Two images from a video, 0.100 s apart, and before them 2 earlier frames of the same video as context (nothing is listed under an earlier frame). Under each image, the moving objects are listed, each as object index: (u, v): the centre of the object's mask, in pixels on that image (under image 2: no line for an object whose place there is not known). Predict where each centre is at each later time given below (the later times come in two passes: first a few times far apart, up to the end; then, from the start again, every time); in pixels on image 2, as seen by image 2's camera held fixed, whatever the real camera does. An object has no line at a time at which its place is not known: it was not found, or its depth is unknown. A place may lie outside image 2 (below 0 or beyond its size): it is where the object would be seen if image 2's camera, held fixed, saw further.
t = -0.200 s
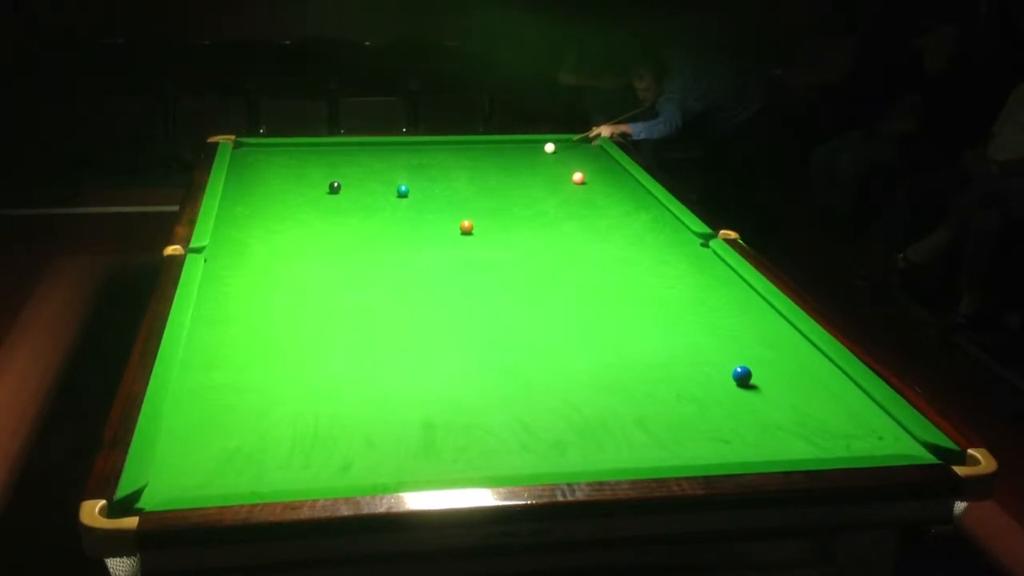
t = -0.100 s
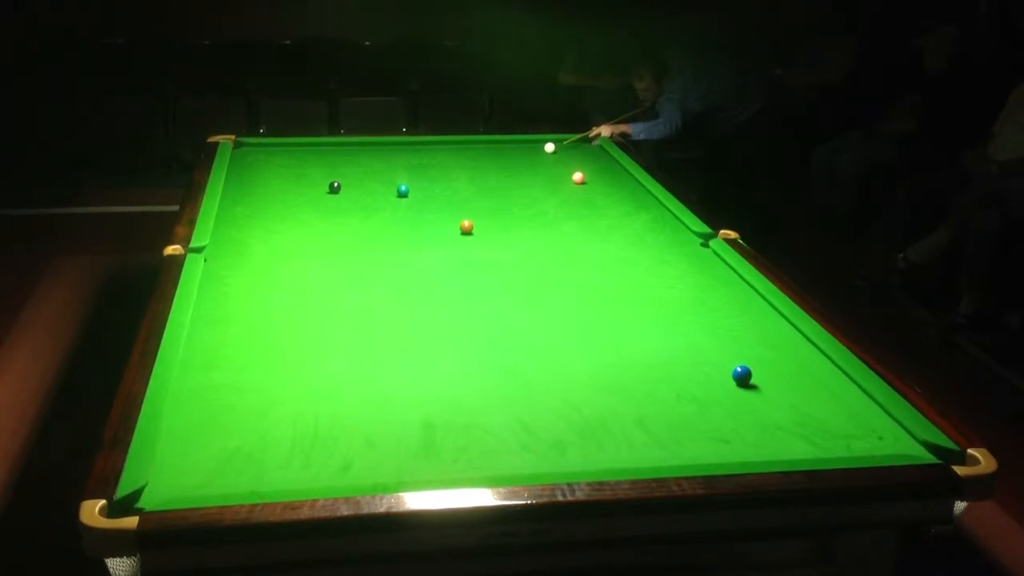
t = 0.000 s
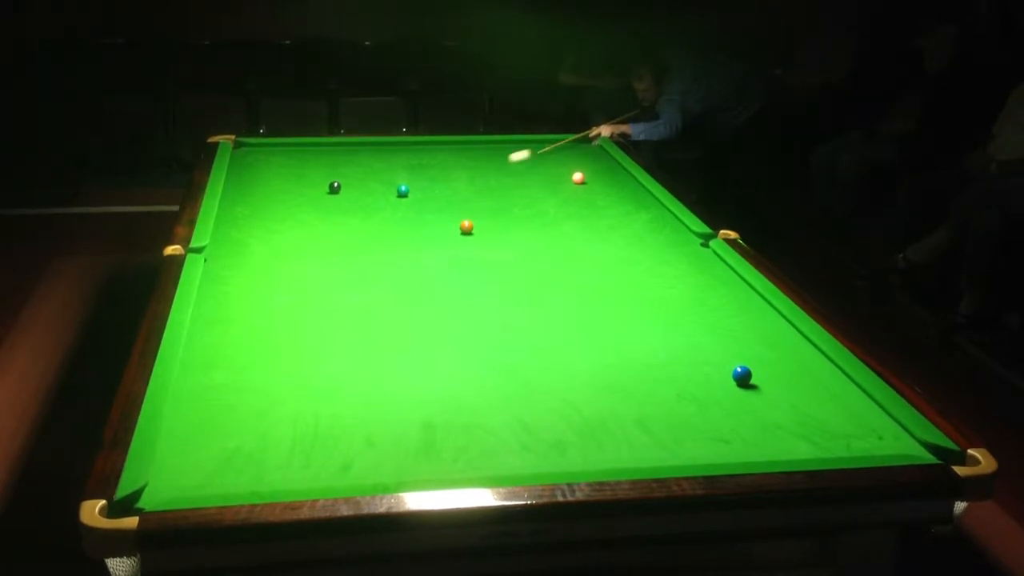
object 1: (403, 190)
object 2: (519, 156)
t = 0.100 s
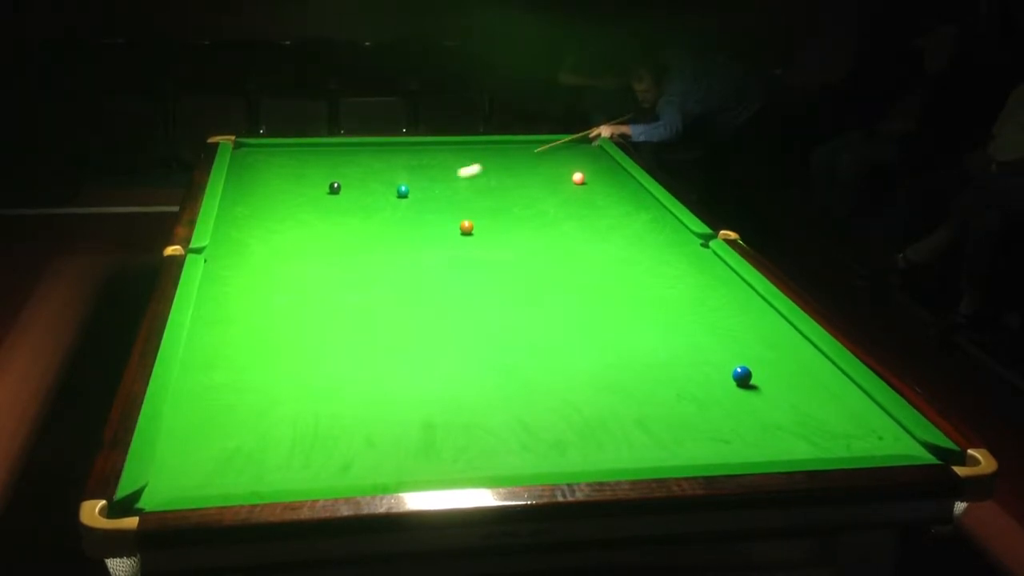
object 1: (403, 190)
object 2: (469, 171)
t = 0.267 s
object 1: (374, 199)
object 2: (409, 188)
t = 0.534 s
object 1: (232, 239)
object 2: (401, 190)
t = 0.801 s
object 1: (246, 276)
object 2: (394, 191)
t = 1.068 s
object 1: (275, 319)
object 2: (388, 192)
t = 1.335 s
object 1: (310, 370)
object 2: (383, 194)
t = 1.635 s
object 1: (357, 442)
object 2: (379, 195)
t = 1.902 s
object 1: (407, 451)
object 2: (376, 196)
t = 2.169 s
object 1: (446, 404)
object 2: (374, 196)
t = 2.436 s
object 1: (479, 367)
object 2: (374, 197)
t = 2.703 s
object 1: (506, 334)
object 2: (374, 197)
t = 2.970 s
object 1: (530, 307)
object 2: (374, 197)
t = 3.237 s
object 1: (550, 283)
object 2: (374, 196)
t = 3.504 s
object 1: (568, 261)
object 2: (374, 195)
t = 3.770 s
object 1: (583, 244)
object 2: (374, 195)
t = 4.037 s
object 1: (597, 227)
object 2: (374, 195)
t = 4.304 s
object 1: (609, 213)
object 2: (374, 195)
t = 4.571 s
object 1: (621, 201)
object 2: (375, 195)
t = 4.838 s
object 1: (630, 190)
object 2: (375, 196)
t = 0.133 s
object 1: (403, 190)
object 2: (452, 175)
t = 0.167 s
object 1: (403, 190)
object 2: (434, 180)
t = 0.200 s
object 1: (402, 190)
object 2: (418, 185)
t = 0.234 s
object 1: (391, 194)
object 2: (410, 188)
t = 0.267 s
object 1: (374, 199)
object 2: (409, 188)
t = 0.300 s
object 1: (355, 204)
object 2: (408, 189)
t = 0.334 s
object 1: (338, 209)
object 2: (407, 189)
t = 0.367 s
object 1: (321, 214)
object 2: (406, 189)
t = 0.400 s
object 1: (303, 219)
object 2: (405, 189)
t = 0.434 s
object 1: (286, 223)
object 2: (404, 189)
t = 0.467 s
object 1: (268, 228)
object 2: (403, 189)
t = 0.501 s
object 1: (250, 234)
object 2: (402, 190)
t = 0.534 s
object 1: (232, 239)
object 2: (401, 190)
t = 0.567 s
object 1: (216, 244)
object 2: (400, 190)
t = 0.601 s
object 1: (220, 248)
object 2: (399, 190)
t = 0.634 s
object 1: (225, 253)
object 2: (398, 190)
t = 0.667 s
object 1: (231, 257)
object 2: (398, 191)
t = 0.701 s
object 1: (236, 262)
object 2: (397, 191)
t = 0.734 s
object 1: (239, 266)
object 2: (396, 191)
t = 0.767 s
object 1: (243, 271)
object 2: (395, 191)
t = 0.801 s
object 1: (246, 276)
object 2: (394, 191)
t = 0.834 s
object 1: (250, 281)
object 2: (393, 191)
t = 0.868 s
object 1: (253, 286)
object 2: (392, 191)
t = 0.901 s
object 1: (256, 291)
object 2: (392, 192)
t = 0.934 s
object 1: (260, 296)
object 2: (391, 192)
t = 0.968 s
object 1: (264, 302)
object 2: (390, 192)
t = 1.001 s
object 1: (267, 307)
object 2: (389, 192)
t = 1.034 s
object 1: (271, 313)
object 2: (389, 192)
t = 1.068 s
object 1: (275, 319)
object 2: (388, 192)
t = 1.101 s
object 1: (279, 325)
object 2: (387, 193)
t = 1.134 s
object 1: (283, 330)
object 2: (387, 192)
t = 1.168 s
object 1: (287, 337)
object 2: (386, 193)
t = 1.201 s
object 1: (292, 344)
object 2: (386, 193)
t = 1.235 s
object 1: (296, 350)
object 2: (385, 194)
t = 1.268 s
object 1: (301, 357)
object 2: (384, 194)
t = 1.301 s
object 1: (305, 363)
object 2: (384, 194)
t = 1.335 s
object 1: (310, 370)
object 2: (383, 194)
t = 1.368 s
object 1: (315, 377)
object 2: (383, 193)
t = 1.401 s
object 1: (319, 384)
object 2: (382, 193)
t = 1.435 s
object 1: (324, 392)
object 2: (382, 194)
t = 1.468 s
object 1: (329, 400)
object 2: (381, 194)
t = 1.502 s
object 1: (335, 407)
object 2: (381, 194)
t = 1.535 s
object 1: (340, 416)
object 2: (380, 194)
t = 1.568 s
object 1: (346, 424)
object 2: (380, 194)
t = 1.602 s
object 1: (351, 432)
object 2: (379, 194)
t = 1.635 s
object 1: (357, 442)
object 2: (379, 195)
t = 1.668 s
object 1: (363, 450)
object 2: (379, 195)
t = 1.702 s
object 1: (369, 461)
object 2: (378, 195)
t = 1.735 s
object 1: (376, 469)
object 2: (378, 195)
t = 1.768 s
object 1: (383, 475)
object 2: (377, 196)
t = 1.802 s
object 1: (390, 472)
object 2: (377, 196)
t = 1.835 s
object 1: (395, 466)
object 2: (377, 196)
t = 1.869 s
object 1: (401, 458)
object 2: (377, 196)
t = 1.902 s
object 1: (407, 451)
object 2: (376, 196)
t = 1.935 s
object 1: (412, 444)
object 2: (376, 196)
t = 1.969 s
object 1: (417, 438)
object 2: (376, 196)
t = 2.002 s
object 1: (422, 432)
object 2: (376, 196)
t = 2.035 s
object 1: (427, 426)
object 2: (375, 196)
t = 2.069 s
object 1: (432, 420)
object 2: (375, 196)
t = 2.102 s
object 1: (437, 415)
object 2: (375, 196)
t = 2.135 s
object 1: (442, 409)
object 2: (375, 196)
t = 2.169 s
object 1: (446, 404)
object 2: (374, 196)
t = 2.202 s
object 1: (450, 399)
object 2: (374, 196)
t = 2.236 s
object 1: (455, 395)
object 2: (374, 196)
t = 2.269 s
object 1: (459, 389)
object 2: (374, 196)
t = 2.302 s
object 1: (463, 385)
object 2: (374, 196)
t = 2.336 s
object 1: (467, 380)
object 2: (374, 196)
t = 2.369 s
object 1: (471, 376)
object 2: (374, 196)
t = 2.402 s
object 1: (475, 371)
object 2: (374, 197)
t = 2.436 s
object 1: (479, 367)
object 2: (374, 197)
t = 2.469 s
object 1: (482, 362)
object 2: (374, 197)
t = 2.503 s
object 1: (486, 359)
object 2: (374, 197)
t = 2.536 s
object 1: (490, 354)
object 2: (374, 197)
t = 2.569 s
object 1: (493, 350)
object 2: (374, 197)
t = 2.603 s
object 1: (497, 346)
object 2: (374, 197)
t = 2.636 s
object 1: (500, 342)
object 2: (374, 197)
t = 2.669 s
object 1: (503, 338)
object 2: (374, 197)
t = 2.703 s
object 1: (506, 334)
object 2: (374, 197)
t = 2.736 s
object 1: (509, 331)
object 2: (374, 197)
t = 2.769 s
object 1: (512, 327)
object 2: (374, 196)
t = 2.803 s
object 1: (516, 323)
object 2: (374, 196)
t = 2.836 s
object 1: (519, 320)
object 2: (374, 196)
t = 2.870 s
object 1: (521, 316)
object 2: (374, 196)
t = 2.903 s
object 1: (524, 313)
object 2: (374, 196)
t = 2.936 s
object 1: (527, 310)
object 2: (374, 196)
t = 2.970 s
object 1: (530, 307)
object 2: (374, 197)
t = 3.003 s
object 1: (533, 304)
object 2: (375, 197)
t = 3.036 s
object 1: (535, 300)
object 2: (374, 196)
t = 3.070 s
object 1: (538, 297)
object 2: (374, 196)
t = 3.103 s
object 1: (540, 294)
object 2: (374, 196)
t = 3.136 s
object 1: (543, 291)
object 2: (374, 196)
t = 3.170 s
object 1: (545, 289)
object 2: (374, 196)
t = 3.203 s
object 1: (548, 286)
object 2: (374, 196)
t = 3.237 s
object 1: (550, 283)
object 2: (374, 196)
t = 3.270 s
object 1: (552, 280)
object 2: (374, 196)
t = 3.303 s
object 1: (555, 277)
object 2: (374, 196)
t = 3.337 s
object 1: (557, 274)
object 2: (374, 195)
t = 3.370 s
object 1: (559, 271)
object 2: (374, 195)
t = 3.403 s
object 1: (561, 268)
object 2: (374, 195)
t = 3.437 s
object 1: (563, 266)
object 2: (374, 195)
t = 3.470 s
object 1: (566, 264)
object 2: (374, 195)
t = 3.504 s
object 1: (568, 261)
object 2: (374, 195)
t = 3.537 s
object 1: (570, 259)
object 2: (374, 195)
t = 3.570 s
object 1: (572, 256)
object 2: (374, 195)
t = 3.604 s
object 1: (574, 254)
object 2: (374, 195)
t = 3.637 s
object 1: (576, 252)
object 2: (374, 195)
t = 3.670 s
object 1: (578, 249)
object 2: (374, 195)
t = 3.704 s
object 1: (580, 247)
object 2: (374, 195)
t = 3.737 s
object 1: (582, 245)
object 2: (374, 195)
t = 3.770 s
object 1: (583, 244)
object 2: (374, 195)
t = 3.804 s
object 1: (585, 241)
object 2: (374, 195)
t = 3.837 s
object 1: (587, 238)
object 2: (374, 195)
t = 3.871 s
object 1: (589, 237)
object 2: (374, 195)
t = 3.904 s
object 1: (590, 235)
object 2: (374, 195)
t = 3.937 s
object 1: (592, 232)
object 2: (374, 195)
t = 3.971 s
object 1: (594, 230)
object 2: (374, 195)
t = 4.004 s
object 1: (596, 229)
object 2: (374, 195)
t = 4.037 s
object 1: (597, 227)
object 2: (374, 195)
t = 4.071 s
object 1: (599, 225)
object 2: (374, 195)
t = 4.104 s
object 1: (600, 223)
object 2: (374, 195)
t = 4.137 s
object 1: (602, 221)
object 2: (374, 195)
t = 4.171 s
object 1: (603, 219)
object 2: (374, 195)
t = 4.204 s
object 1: (605, 217)
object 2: (374, 195)
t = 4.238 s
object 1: (607, 216)
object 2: (374, 195)
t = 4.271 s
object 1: (608, 214)
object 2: (374, 195)
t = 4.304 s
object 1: (609, 213)
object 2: (374, 195)
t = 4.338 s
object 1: (611, 211)
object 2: (374, 195)
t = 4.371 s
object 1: (612, 210)
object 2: (374, 195)
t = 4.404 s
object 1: (614, 208)
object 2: (374, 195)
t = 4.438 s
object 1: (615, 207)
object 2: (374, 195)
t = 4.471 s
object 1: (616, 205)
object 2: (375, 195)
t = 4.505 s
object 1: (618, 204)
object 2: (375, 195)
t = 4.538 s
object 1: (620, 202)
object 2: (375, 195)
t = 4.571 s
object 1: (621, 201)
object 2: (375, 195)
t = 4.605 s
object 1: (622, 199)
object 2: (375, 195)
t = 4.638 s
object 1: (623, 198)
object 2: (375, 195)
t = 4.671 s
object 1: (624, 197)
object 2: (375, 195)
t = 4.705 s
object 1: (625, 195)
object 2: (374, 195)
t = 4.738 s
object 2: (375, 195)
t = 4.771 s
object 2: (375, 195)
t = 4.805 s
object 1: (629, 190)
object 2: (375, 196)
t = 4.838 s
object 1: (630, 190)
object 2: (375, 196)
